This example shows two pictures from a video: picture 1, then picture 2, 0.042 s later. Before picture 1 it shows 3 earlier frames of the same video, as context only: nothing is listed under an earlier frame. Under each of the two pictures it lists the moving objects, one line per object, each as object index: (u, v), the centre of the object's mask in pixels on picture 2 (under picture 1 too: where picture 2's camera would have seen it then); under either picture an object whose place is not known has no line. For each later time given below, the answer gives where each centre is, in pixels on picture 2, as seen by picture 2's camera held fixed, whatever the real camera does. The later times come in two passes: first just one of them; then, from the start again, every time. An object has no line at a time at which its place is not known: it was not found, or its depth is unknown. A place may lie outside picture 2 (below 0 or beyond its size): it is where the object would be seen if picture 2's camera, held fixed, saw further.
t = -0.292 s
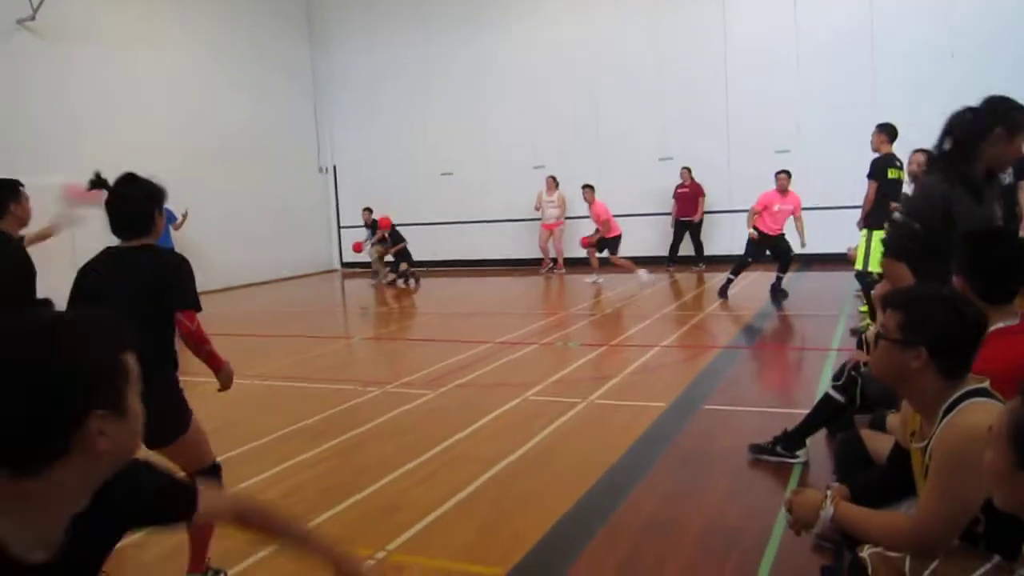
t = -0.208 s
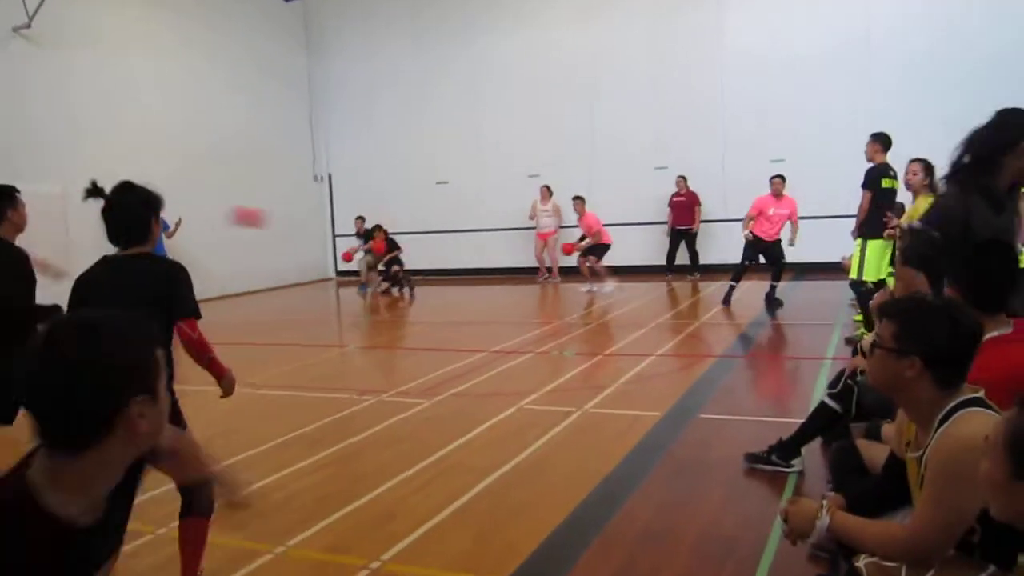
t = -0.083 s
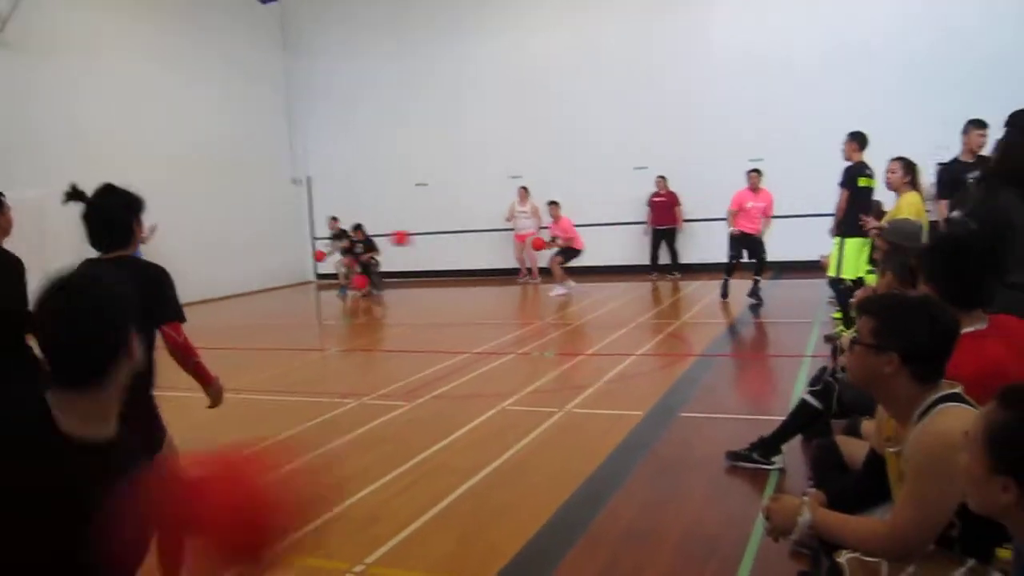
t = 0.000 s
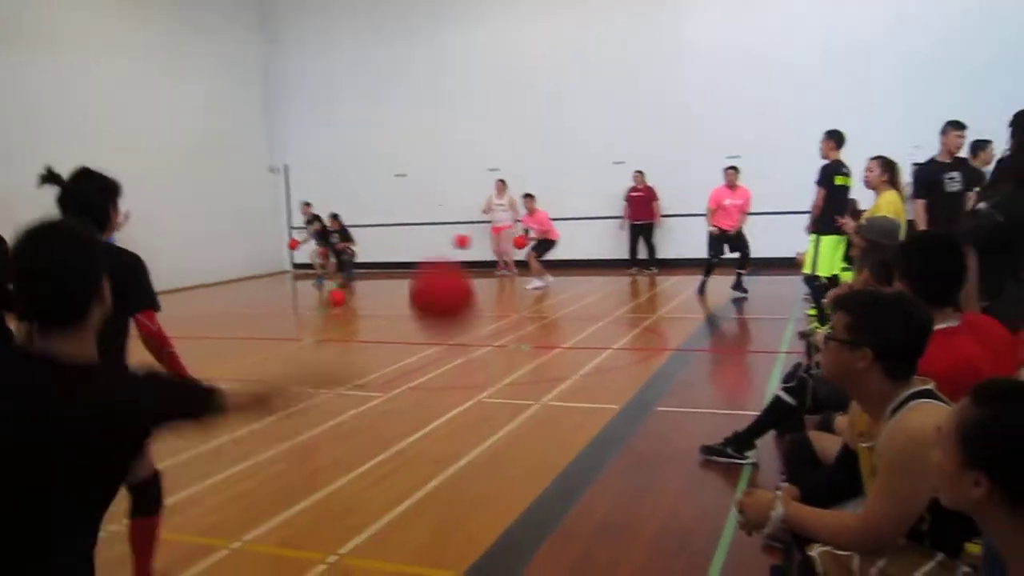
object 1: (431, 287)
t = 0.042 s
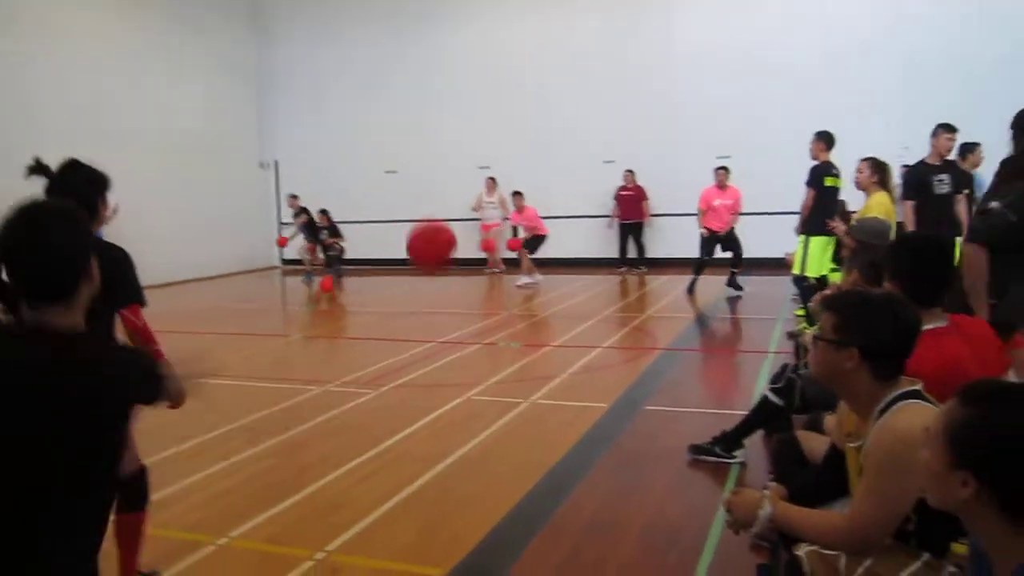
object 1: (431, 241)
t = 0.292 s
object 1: (427, 190)
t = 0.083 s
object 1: (430, 220)
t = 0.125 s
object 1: (429, 207)
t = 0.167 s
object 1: (428, 198)
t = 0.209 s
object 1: (428, 192)
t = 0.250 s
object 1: (428, 190)
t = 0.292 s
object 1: (427, 190)
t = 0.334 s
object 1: (427, 190)
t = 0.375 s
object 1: (427, 191)
